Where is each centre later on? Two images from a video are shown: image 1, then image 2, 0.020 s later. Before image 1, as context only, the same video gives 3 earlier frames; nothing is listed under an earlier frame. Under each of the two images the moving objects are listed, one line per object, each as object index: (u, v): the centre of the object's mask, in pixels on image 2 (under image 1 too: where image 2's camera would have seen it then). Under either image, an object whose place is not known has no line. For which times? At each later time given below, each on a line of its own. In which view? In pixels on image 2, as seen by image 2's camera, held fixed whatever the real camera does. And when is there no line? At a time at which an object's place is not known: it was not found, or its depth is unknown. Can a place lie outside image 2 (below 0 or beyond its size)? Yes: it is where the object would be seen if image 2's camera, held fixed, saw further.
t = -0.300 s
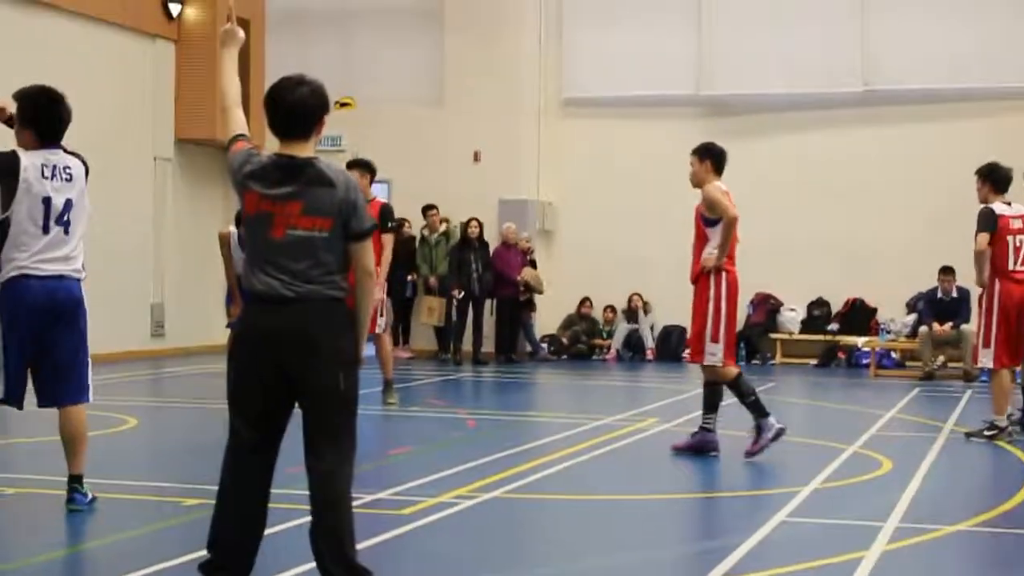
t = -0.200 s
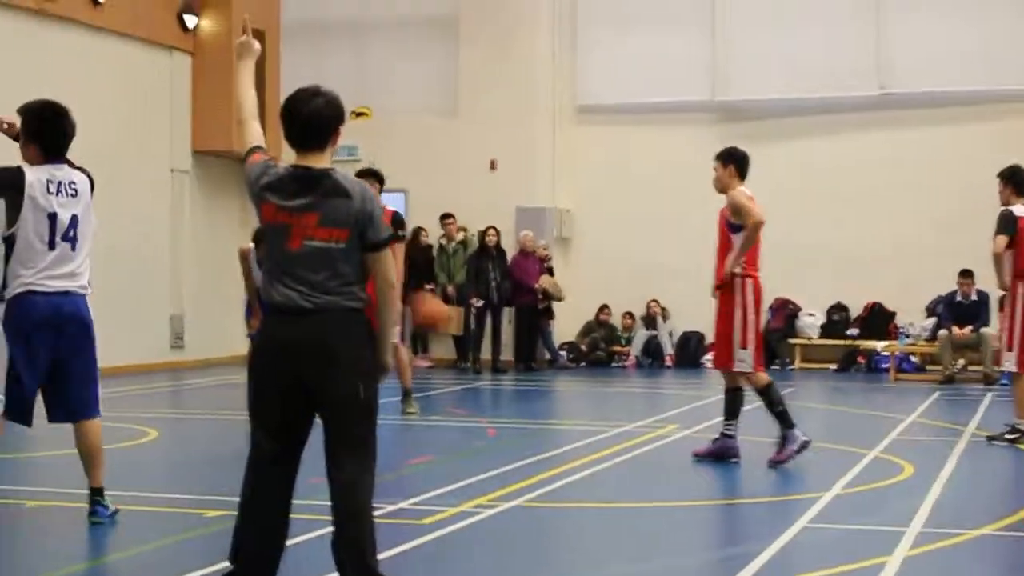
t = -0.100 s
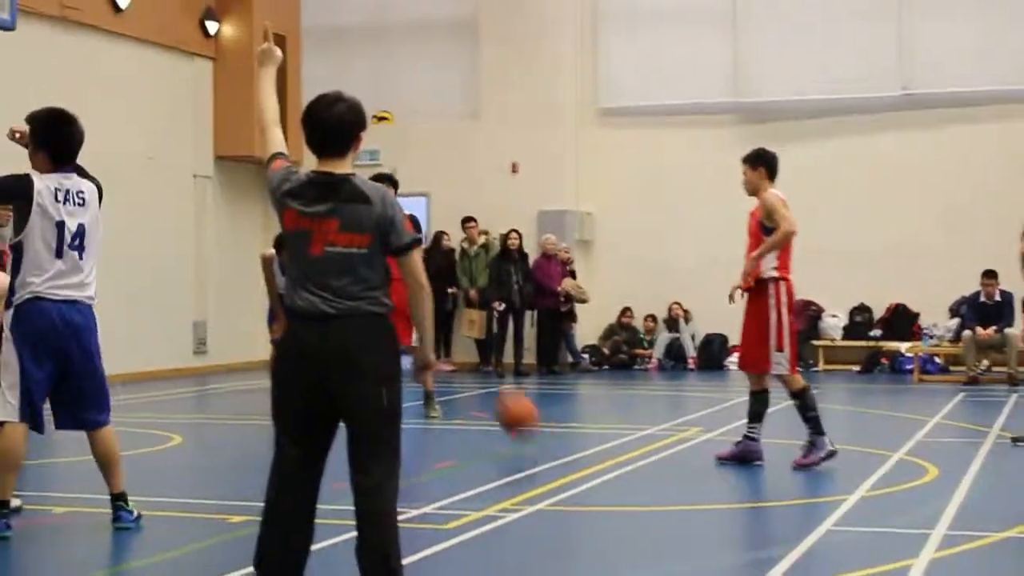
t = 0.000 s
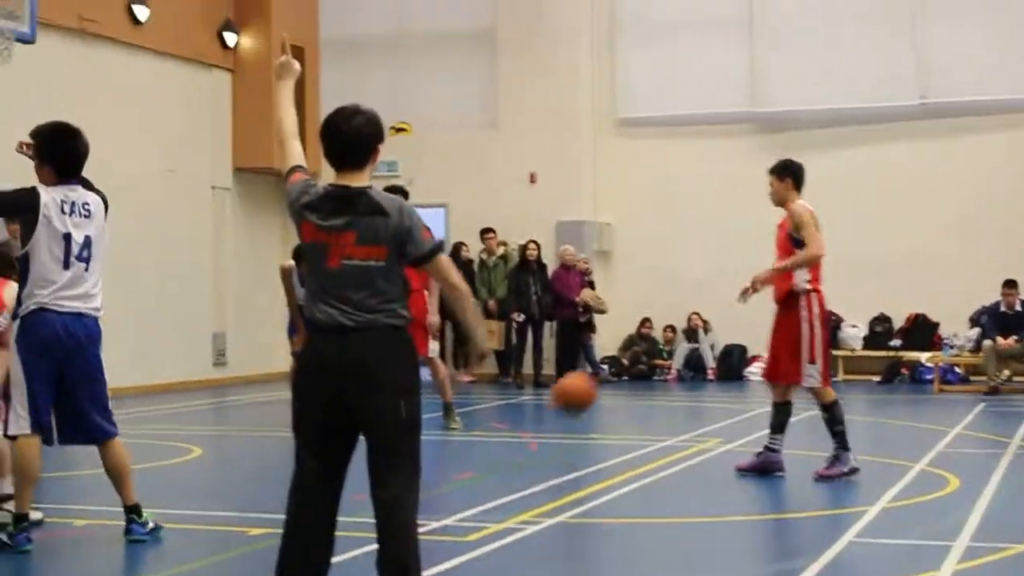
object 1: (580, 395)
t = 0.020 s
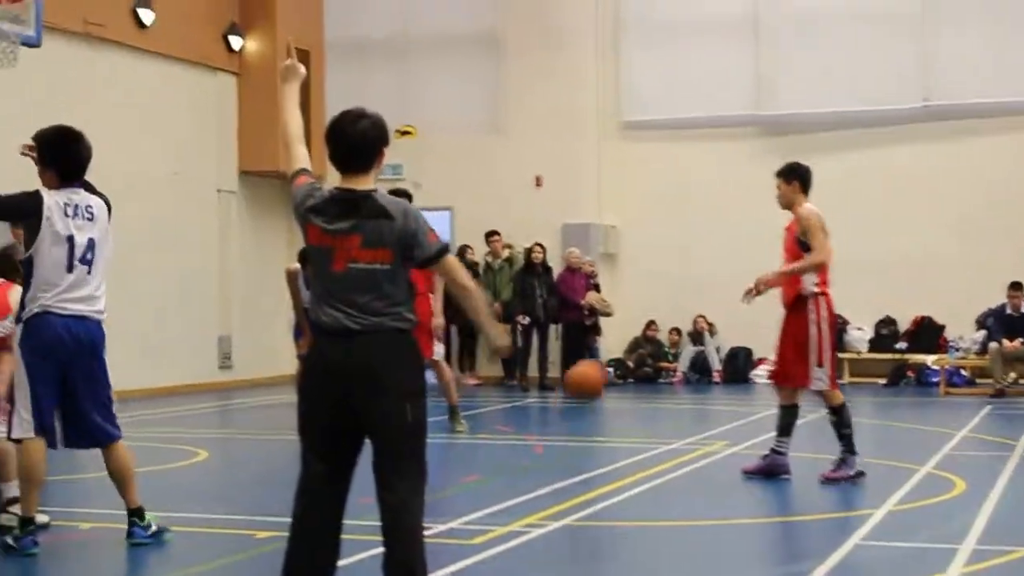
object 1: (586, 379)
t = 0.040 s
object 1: (591, 366)
